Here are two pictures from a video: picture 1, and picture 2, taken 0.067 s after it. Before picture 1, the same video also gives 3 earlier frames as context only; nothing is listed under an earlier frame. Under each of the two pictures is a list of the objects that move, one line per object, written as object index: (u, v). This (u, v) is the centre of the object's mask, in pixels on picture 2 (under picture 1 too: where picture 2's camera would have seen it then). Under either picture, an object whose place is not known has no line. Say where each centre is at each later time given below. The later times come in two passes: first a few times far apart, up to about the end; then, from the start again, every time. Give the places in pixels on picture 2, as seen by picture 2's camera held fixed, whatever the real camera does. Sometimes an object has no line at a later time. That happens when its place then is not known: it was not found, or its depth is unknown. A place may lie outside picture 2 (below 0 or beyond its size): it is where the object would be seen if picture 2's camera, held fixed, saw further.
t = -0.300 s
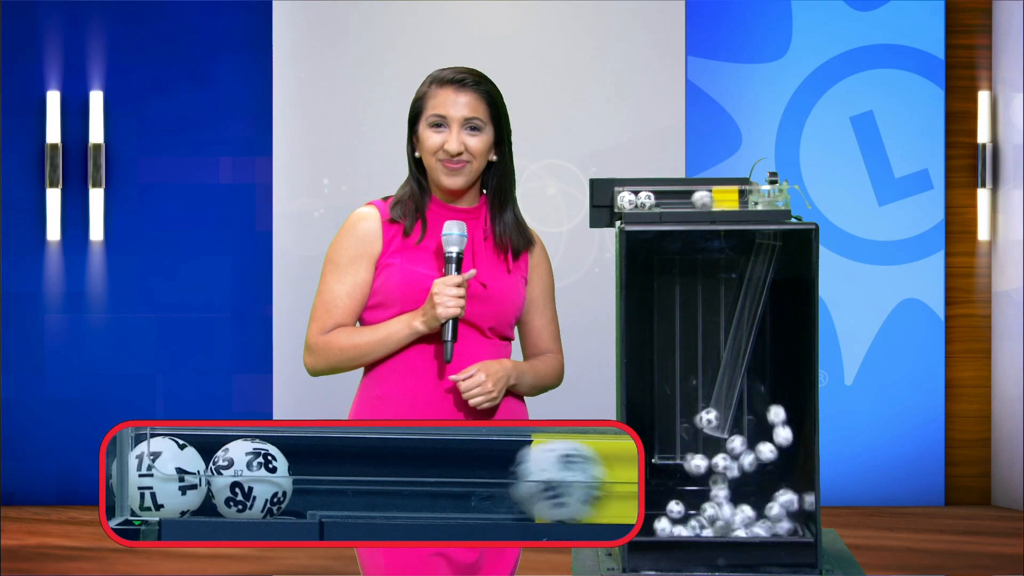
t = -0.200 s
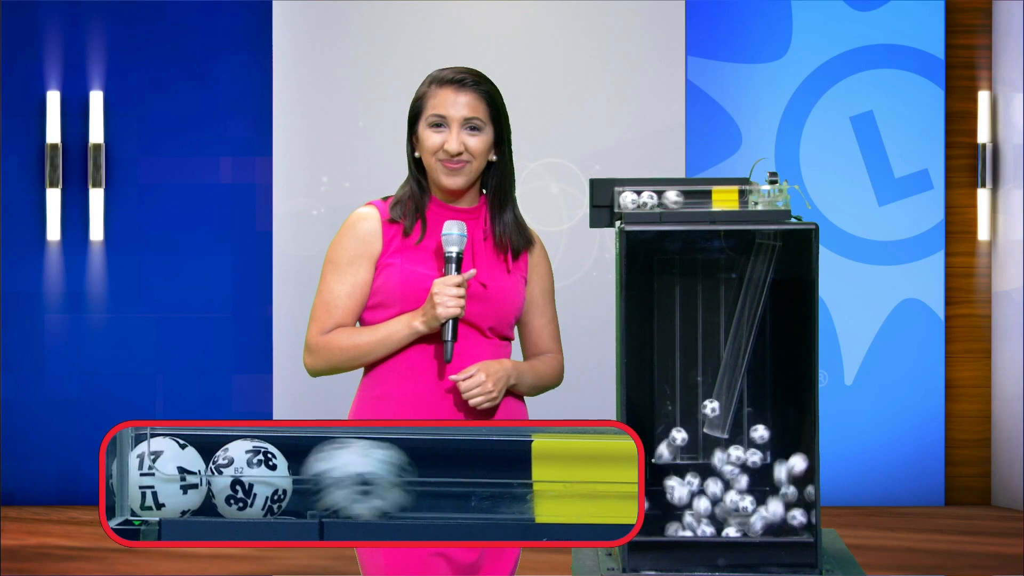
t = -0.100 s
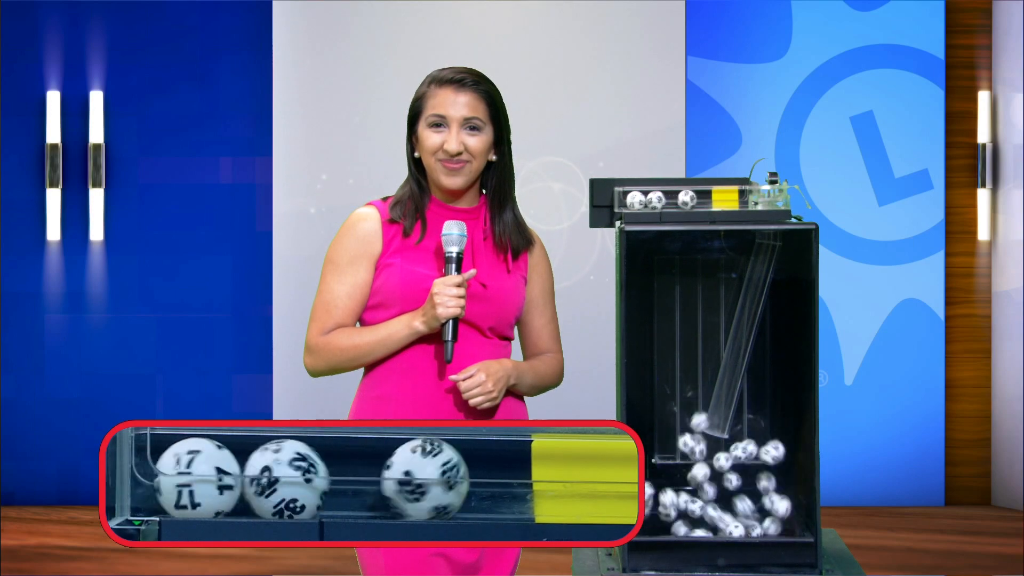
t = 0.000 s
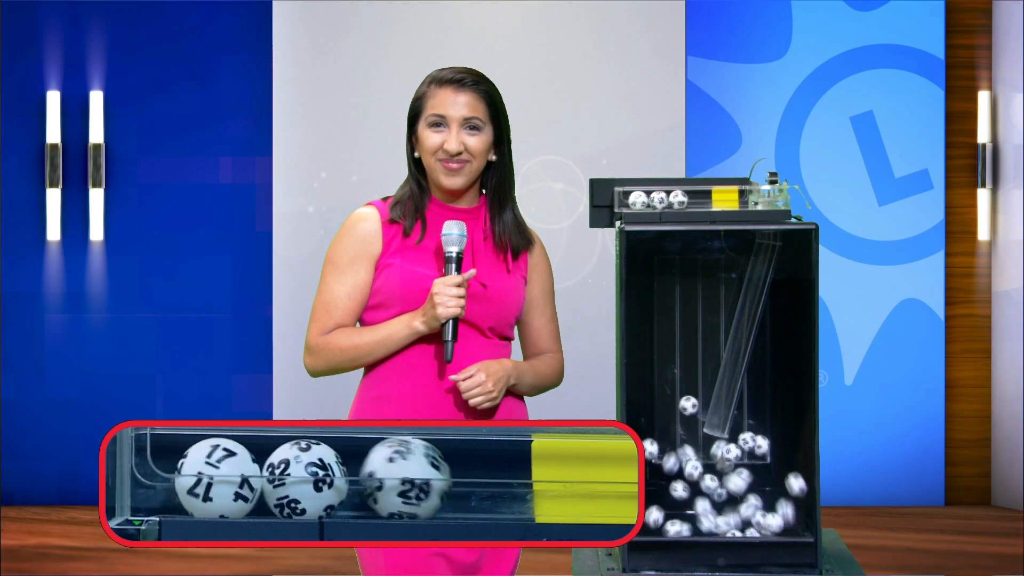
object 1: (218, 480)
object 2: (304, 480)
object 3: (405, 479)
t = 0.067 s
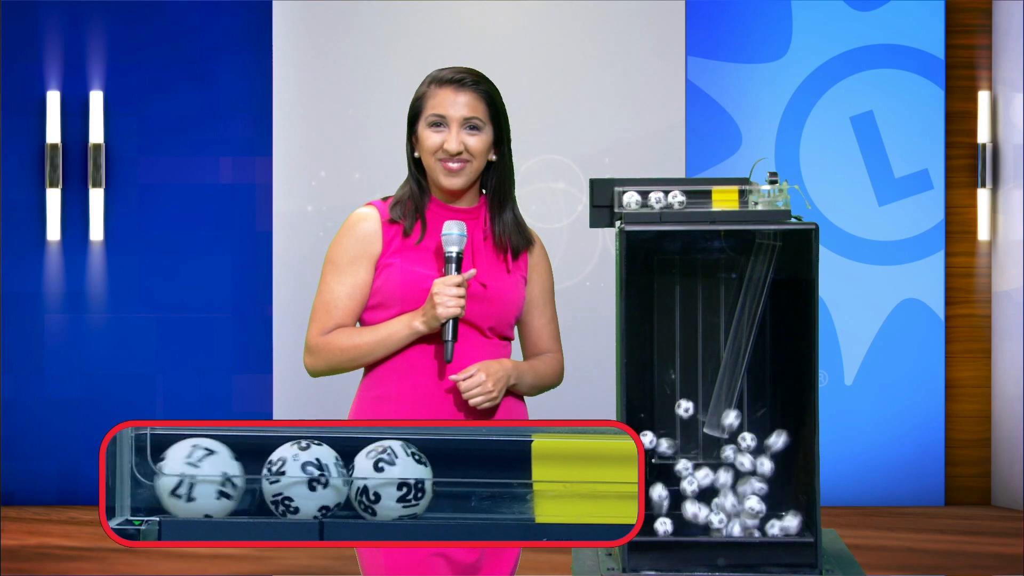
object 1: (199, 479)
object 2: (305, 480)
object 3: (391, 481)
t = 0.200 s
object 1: (172, 478)
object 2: (262, 480)
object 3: (349, 481)
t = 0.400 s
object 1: (167, 478)
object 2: (253, 480)
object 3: (339, 481)
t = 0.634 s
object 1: (166, 478)
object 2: (251, 480)
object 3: (336, 481)
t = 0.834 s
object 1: (166, 478)
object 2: (251, 480)
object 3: (336, 481)
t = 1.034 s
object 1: (166, 479)
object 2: (251, 480)
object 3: (336, 481)
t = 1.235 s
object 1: (166, 479)
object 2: (250, 480)
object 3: (336, 481)
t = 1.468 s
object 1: (166, 479)
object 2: (250, 480)
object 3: (336, 481)
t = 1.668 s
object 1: (166, 479)
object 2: (250, 480)
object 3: (336, 481)
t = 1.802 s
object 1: (166, 479)
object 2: (250, 480)
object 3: (336, 481)
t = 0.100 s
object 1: (187, 479)
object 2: (298, 481)
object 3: (385, 481)
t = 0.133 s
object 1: (175, 479)
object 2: (289, 480)
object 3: (376, 481)
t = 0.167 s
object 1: (167, 478)
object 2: (277, 481)
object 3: (363, 481)
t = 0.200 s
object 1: (172, 478)
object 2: (262, 480)
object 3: (349, 481)
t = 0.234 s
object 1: (167, 478)
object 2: (254, 480)
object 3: (345, 481)
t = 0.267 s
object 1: (171, 478)
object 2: (259, 480)
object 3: (347, 481)
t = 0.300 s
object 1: (169, 478)
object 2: (260, 480)
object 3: (347, 481)
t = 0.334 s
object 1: (168, 479)
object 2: (256, 480)
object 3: (342, 481)
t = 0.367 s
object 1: (166, 478)
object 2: (251, 480)
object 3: (337, 481)
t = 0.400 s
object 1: (167, 478)
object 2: (253, 480)
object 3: (339, 481)
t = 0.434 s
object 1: (167, 478)
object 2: (252, 480)
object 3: (338, 481)
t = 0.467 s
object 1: (167, 478)
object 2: (251, 480)
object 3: (336, 481)
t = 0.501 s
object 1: (166, 478)
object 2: (251, 480)
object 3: (336, 481)
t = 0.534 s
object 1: (166, 478)
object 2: (251, 480)
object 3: (336, 481)
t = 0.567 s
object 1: (166, 478)
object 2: (251, 480)
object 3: (336, 481)
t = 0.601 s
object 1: (166, 478)
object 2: (251, 480)
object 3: (336, 481)
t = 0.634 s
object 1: (166, 478)
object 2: (251, 480)
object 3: (336, 481)
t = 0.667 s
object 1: (166, 478)
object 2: (251, 480)
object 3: (336, 481)
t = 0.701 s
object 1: (166, 479)
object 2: (251, 480)
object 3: (336, 481)
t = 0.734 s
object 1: (166, 479)
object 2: (251, 480)
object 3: (336, 481)
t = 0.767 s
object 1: (166, 479)
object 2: (251, 480)
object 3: (336, 481)
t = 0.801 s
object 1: (166, 479)
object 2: (251, 480)
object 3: (336, 481)
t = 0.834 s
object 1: (166, 478)
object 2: (251, 480)
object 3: (336, 481)
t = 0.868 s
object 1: (166, 479)
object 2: (250, 480)
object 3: (336, 481)
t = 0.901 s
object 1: (166, 478)
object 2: (251, 480)
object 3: (336, 481)
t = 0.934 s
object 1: (166, 478)
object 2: (250, 480)
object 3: (336, 481)
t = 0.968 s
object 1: (166, 478)
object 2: (251, 480)
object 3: (336, 481)
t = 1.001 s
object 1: (166, 479)
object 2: (251, 480)
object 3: (336, 481)
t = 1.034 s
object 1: (166, 479)
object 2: (251, 480)
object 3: (336, 481)
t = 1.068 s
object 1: (166, 479)
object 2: (251, 480)
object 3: (336, 481)
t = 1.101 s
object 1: (166, 479)
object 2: (250, 480)
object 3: (336, 481)
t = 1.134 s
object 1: (166, 479)
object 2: (250, 480)
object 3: (336, 481)
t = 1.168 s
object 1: (166, 479)
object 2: (250, 480)
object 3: (336, 481)
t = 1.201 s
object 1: (166, 479)
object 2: (250, 480)
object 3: (335, 481)
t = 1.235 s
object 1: (166, 479)
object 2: (250, 480)
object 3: (336, 481)
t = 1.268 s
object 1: (166, 478)
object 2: (251, 480)
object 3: (336, 481)
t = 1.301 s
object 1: (166, 479)
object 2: (250, 480)
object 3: (336, 481)
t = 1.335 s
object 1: (166, 479)
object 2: (250, 480)
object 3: (336, 481)
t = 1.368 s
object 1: (166, 479)
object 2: (250, 480)
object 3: (336, 481)
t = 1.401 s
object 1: (166, 479)
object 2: (250, 480)
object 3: (336, 481)
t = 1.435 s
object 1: (166, 478)
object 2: (250, 480)
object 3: (336, 481)
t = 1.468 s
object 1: (166, 479)
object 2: (250, 480)
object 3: (336, 481)
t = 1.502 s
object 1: (166, 479)
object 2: (250, 480)
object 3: (336, 481)
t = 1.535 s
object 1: (166, 479)
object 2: (250, 480)
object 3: (336, 481)
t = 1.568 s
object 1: (166, 479)
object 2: (250, 480)
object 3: (336, 481)
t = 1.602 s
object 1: (166, 479)
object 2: (250, 480)
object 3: (336, 481)
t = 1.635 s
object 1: (166, 479)
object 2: (250, 480)
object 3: (336, 481)
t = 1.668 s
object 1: (166, 479)
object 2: (250, 480)
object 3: (336, 481)
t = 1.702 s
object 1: (166, 479)
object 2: (250, 480)
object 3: (336, 481)
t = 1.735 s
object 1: (166, 479)
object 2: (250, 480)
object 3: (336, 481)
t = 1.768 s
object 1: (166, 479)
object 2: (250, 480)
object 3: (336, 481)
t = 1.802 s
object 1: (166, 479)
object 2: (250, 480)
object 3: (336, 481)
